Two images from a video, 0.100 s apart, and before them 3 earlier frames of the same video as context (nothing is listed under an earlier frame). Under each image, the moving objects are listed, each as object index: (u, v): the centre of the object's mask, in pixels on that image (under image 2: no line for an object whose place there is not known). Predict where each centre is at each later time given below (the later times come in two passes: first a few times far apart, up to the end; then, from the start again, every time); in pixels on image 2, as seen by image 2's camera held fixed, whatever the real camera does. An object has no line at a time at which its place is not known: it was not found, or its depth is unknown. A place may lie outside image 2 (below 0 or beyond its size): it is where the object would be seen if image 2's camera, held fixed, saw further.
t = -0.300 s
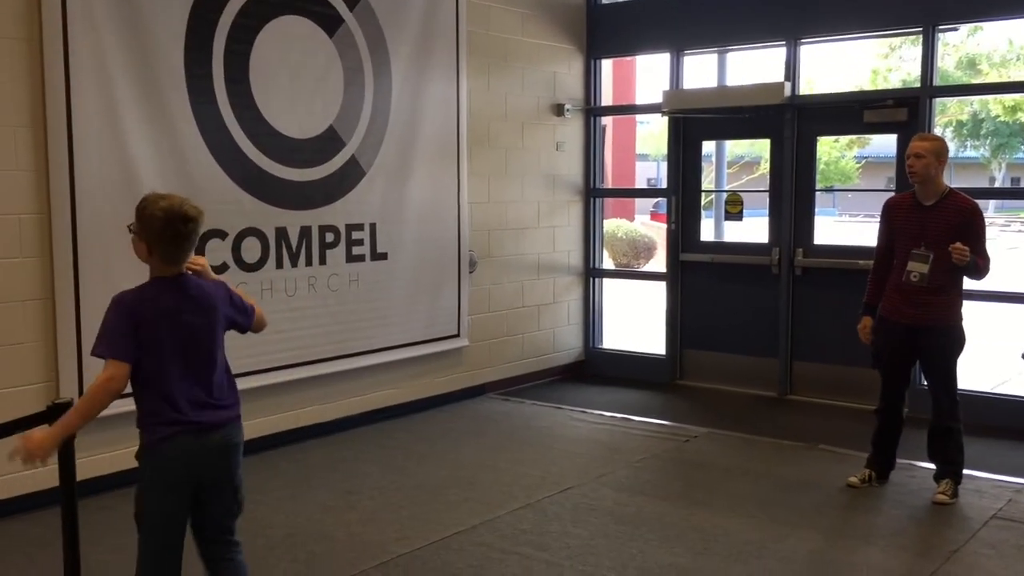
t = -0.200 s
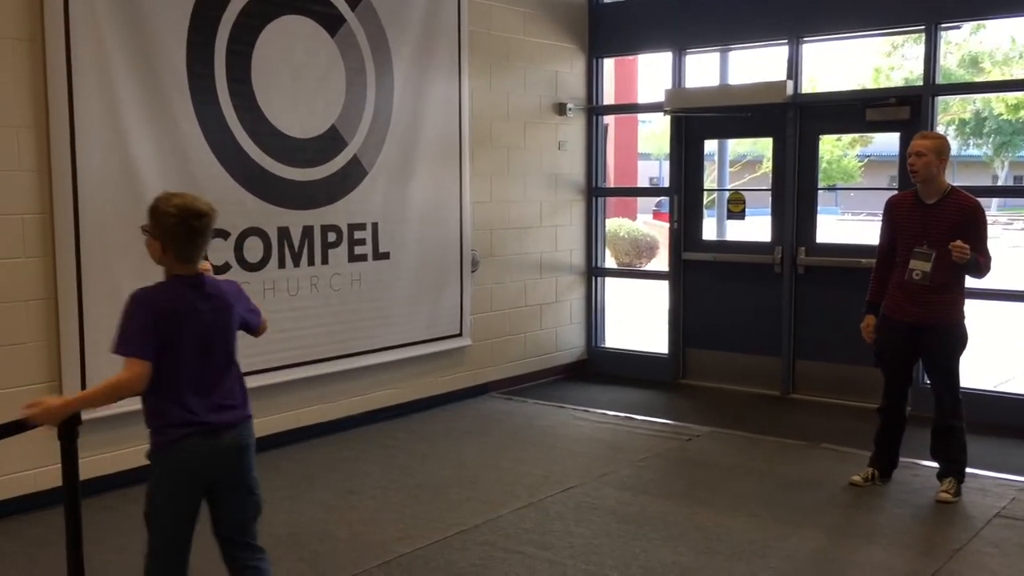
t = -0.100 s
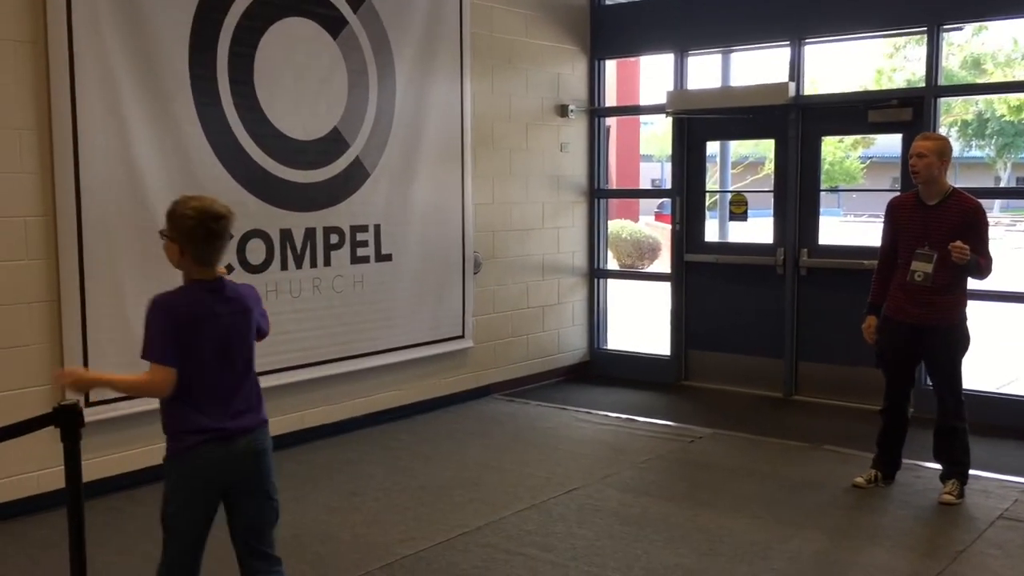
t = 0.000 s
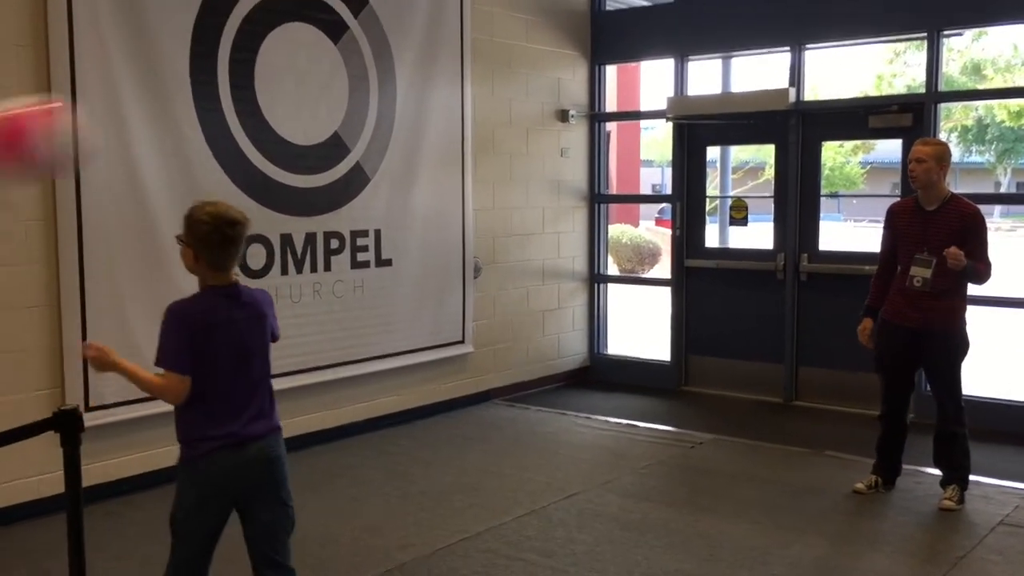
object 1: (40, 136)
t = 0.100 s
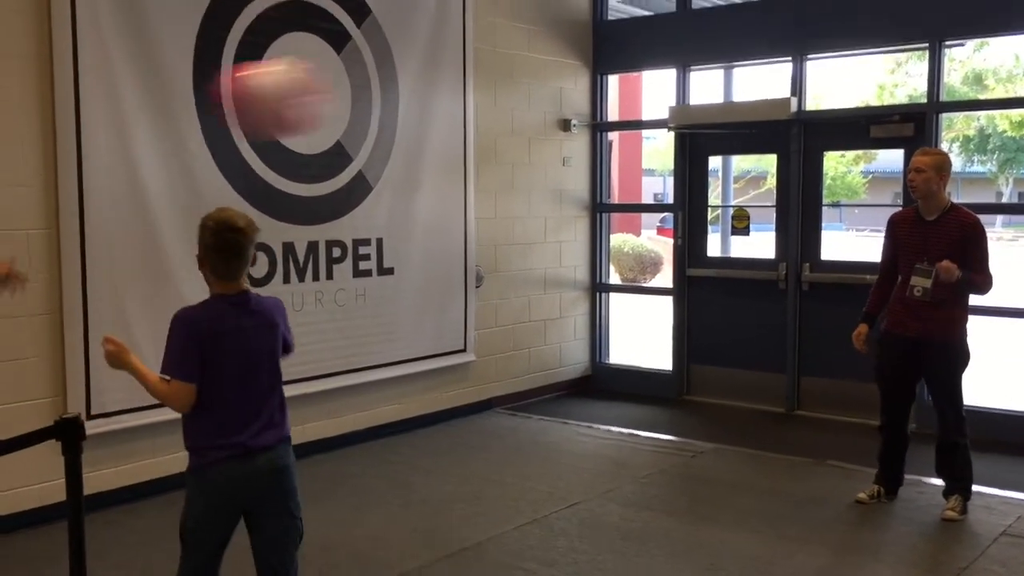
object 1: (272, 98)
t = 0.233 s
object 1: (512, 61)
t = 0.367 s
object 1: (686, 54)
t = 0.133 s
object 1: (340, 85)
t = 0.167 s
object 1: (401, 75)
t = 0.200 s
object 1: (461, 68)
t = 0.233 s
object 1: (512, 61)
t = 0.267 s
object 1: (568, 57)
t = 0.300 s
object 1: (610, 53)
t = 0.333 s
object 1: (646, 52)
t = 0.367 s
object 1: (686, 54)
